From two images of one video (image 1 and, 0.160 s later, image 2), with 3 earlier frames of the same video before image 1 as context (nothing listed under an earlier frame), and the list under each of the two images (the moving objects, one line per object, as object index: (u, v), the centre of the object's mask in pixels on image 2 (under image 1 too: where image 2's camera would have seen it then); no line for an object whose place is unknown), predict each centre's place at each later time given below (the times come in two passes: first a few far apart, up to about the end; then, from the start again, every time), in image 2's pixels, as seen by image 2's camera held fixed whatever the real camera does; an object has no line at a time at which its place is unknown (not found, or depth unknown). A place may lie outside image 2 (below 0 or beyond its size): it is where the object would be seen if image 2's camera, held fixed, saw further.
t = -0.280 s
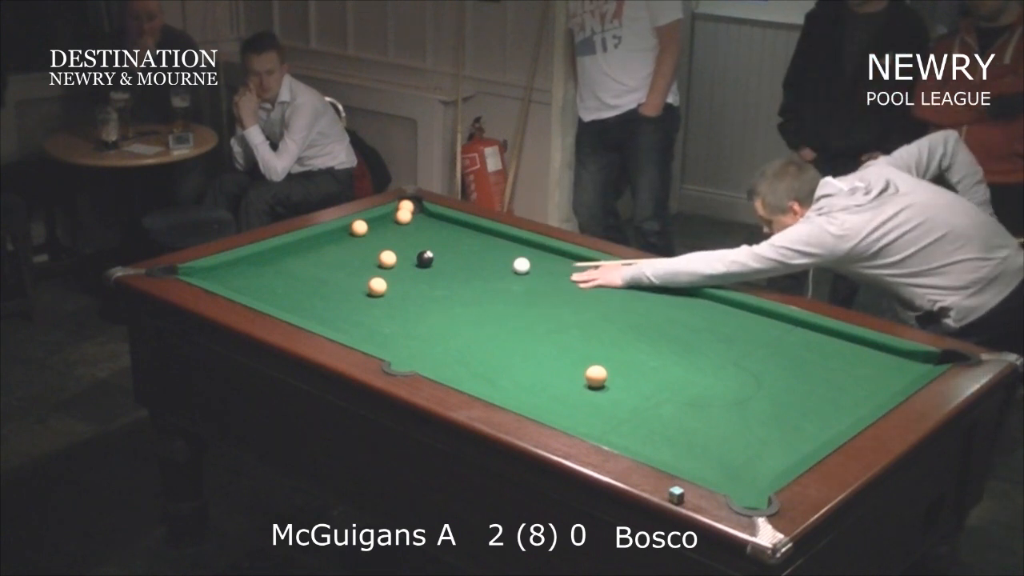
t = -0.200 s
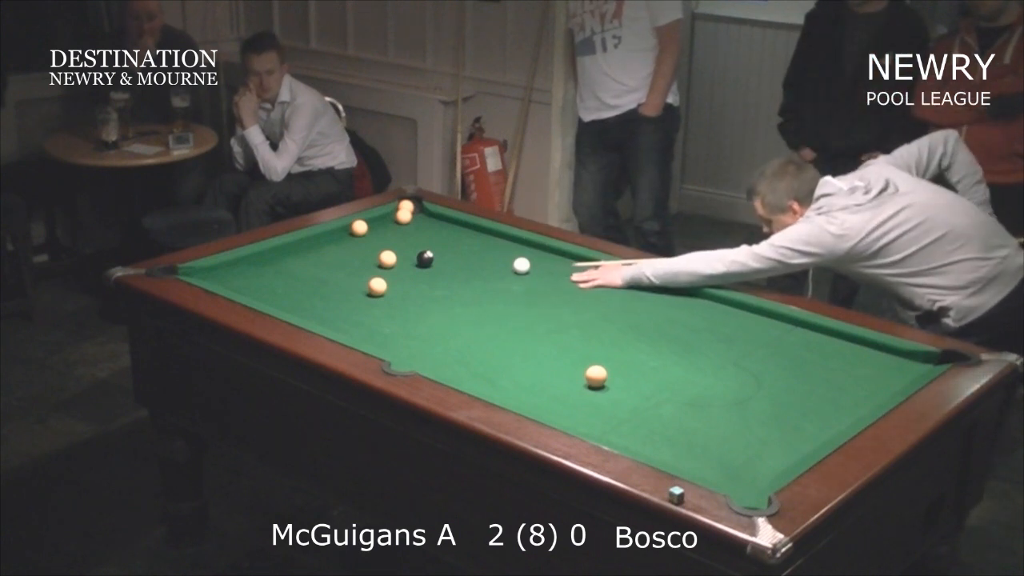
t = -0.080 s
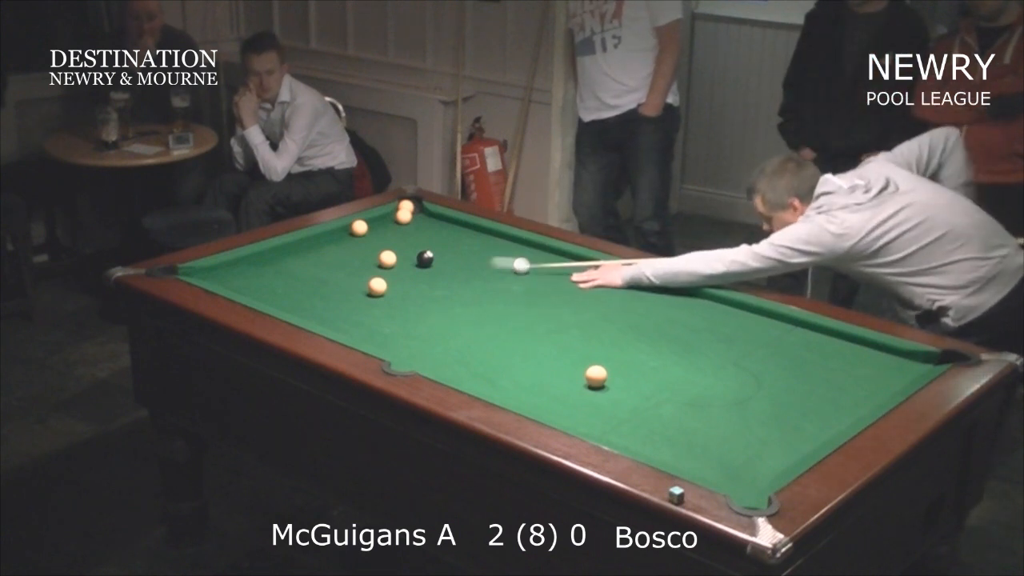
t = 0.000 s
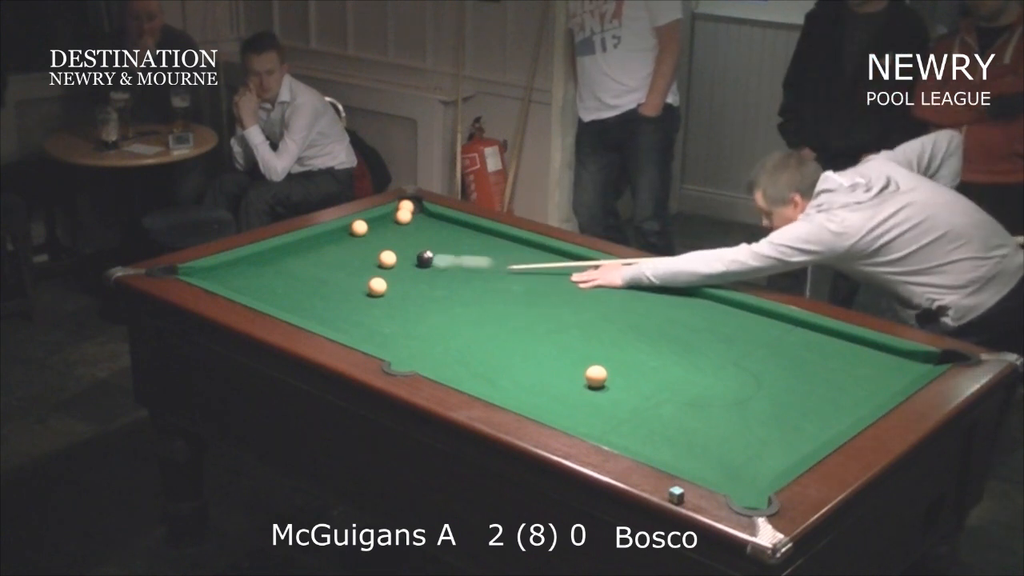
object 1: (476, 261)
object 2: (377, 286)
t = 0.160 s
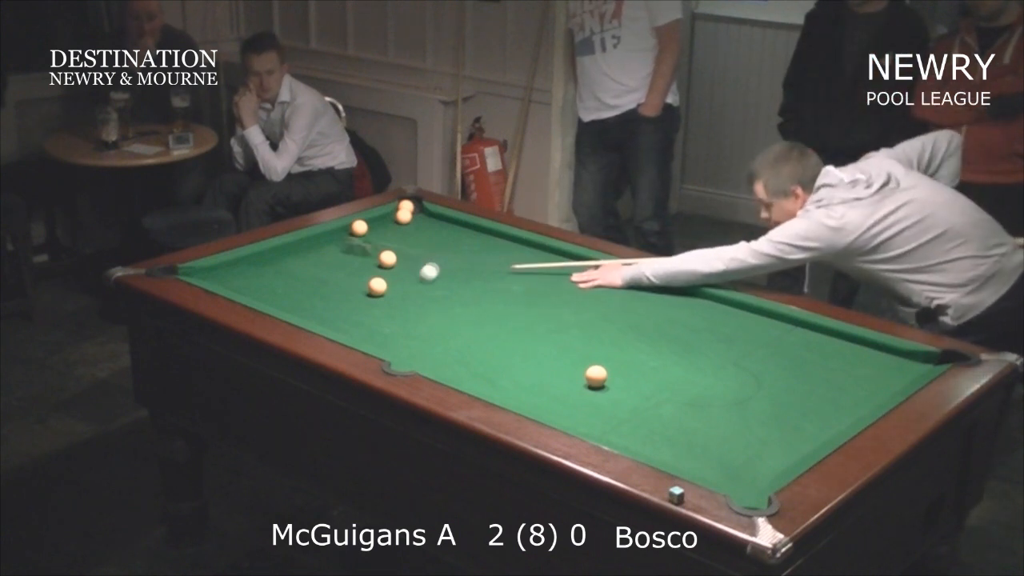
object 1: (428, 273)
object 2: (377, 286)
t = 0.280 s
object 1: (419, 282)
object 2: (377, 286)
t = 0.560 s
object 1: (396, 303)
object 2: (377, 286)
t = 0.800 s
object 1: (377, 322)
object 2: (376, 287)
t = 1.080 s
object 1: (365, 338)
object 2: (365, 300)
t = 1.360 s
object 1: (410, 336)
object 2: (355, 312)
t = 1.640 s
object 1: (448, 334)
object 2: (345, 323)
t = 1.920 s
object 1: (485, 331)
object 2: (343, 328)
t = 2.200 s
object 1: (516, 330)
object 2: (358, 329)
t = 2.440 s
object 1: (539, 328)
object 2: (369, 328)
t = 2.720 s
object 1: (563, 326)
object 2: (379, 327)
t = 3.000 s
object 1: (582, 325)
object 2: (384, 326)
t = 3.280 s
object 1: (598, 324)
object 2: (387, 325)
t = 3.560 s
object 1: (610, 323)
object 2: (387, 325)
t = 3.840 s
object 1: (618, 322)
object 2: (387, 324)
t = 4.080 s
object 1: (621, 321)
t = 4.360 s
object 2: (387, 325)
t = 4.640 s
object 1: (623, 321)
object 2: (387, 325)
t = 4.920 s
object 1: (623, 321)
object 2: (387, 325)
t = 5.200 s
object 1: (623, 321)
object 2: (387, 325)
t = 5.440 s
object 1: (623, 321)
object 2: (387, 325)
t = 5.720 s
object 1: (623, 321)
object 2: (387, 325)
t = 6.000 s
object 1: (623, 321)
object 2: (387, 324)
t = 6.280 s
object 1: (623, 321)
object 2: (387, 324)
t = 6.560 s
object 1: (623, 321)
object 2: (387, 324)
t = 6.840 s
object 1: (623, 321)
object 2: (387, 324)
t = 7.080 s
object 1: (623, 321)
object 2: (387, 324)
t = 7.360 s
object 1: (623, 321)
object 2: (387, 324)
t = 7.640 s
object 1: (623, 321)
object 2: (387, 324)
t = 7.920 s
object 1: (623, 321)
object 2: (387, 324)
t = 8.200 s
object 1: (623, 321)
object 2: (387, 324)
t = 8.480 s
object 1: (623, 321)
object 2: (387, 324)
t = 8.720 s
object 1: (623, 321)
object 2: (387, 324)
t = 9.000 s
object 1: (623, 321)
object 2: (387, 324)
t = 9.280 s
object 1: (623, 321)
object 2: (387, 324)
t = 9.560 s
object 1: (623, 321)
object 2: (387, 324)
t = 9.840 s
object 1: (623, 321)
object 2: (387, 324)
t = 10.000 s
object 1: (623, 321)
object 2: (387, 324)
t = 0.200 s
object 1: (425, 275)
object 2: (377, 286)
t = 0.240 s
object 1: (422, 278)
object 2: (377, 286)
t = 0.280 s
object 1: (419, 282)
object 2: (377, 286)
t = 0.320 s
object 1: (416, 284)
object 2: (377, 286)
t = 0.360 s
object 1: (413, 288)
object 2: (377, 286)
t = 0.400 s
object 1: (410, 290)
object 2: (377, 286)
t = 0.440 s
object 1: (406, 294)
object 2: (377, 286)
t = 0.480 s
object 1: (403, 297)
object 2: (377, 286)
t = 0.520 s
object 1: (400, 300)
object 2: (377, 286)
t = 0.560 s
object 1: (396, 303)
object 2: (377, 286)
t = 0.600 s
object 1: (393, 306)
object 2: (377, 286)
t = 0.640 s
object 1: (390, 309)
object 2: (377, 286)
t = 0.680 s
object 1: (386, 312)
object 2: (377, 286)
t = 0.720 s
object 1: (383, 315)
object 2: (377, 287)
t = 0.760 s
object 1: (380, 318)
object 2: (377, 287)
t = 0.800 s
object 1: (377, 322)
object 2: (376, 287)
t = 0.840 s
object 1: (373, 325)
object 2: (374, 289)
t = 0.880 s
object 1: (369, 328)
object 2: (373, 292)
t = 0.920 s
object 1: (366, 331)
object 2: (371, 293)
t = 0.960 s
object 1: (363, 334)
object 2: (369, 295)
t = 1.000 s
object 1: (360, 336)
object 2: (368, 297)
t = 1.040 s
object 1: (360, 337)
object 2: (367, 299)
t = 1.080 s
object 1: (365, 338)
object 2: (365, 300)
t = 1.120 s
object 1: (373, 338)
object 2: (364, 302)
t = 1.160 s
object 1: (379, 339)
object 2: (362, 304)
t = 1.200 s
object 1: (385, 339)
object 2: (361, 306)
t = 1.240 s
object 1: (391, 338)
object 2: (359, 307)
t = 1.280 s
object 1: (398, 337)
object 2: (358, 309)
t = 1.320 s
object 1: (403, 337)
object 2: (356, 311)
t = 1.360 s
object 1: (410, 336)
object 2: (355, 312)
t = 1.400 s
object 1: (415, 337)
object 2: (353, 314)
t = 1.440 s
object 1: (422, 336)
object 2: (352, 316)
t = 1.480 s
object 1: (428, 335)
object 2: (350, 317)
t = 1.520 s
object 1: (432, 335)
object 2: (349, 319)
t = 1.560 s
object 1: (437, 335)
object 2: (348, 320)
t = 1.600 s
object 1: (443, 334)
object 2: (346, 322)
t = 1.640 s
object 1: (448, 334)
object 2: (345, 323)
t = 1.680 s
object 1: (454, 334)
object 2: (344, 324)
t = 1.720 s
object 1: (459, 333)
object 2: (343, 325)
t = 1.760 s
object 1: (464, 333)
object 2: (342, 326)
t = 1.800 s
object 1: (469, 333)
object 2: (341, 327)
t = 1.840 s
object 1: (474, 332)
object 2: (340, 328)
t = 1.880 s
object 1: (479, 332)
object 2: (341, 328)
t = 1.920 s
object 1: (485, 331)
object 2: (343, 328)
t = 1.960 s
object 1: (489, 331)
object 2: (346, 328)
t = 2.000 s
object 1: (494, 331)
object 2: (348, 328)
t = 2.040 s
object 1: (499, 330)
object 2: (350, 329)
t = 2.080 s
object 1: (503, 330)
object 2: (352, 329)
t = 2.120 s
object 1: (507, 330)
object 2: (355, 329)
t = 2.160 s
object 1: (512, 330)
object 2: (356, 329)
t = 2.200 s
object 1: (516, 330)
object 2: (358, 329)
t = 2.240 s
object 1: (520, 329)
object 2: (360, 329)
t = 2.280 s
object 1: (524, 329)
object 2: (362, 329)
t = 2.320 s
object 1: (528, 329)
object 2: (364, 328)
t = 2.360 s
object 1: (532, 329)
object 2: (366, 328)
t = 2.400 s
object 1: (536, 328)
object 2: (367, 328)
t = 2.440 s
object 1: (539, 328)
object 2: (369, 328)
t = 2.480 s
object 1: (543, 328)
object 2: (371, 328)
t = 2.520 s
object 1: (547, 327)
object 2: (372, 328)
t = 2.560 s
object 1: (550, 327)
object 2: (373, 328)
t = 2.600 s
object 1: (553, 327)
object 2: (375, 327)
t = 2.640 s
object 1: (556, 327)
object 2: (376, 327)
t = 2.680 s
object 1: (560, 327)
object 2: (377, 327)
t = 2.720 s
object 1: (563, 326)
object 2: (379, 327)
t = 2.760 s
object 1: (566, 326)
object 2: (380, 327)
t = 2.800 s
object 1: (569, 326)
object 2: (381, 326)
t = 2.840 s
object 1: (571, 326)
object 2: (382, 326)
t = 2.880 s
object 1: (574, 325)
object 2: (382, 326)
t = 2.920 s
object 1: (577, 325)
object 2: (383, 326)
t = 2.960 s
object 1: (580, 325)
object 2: (384, 326)
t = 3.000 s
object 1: (582, 325)
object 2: (384, 326)
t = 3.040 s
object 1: (584, 324)
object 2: (385, 326)
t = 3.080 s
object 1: (587, 324)
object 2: (385, 325)
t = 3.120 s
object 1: (589, 324)
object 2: (386, 325)
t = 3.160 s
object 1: (591, 324)
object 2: (387, 325)
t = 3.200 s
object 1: (593, 324)
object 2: (387, 325)
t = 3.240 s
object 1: (596, 324)
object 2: (387, 325)
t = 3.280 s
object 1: (598, 324)
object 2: (387, 325)
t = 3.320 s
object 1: (600, 323)
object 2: (387, 325)
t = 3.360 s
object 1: (602, 323)
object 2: (387, 325)
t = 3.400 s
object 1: (604, 323)
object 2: (387, 324)
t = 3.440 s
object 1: (605, 323)
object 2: (387, 324)
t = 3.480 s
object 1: (607, 323)
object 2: (387, 324)
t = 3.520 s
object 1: (608, 323)
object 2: (387, 324)
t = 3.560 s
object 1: (610, 323)
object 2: (387, 325)
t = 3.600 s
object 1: (611, 323)
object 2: (387, 324)
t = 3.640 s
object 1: (613, 323)
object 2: (387, 324)
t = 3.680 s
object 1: (614, 322)
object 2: (387, 324)
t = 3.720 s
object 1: (615, 322)
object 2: (387, 324)
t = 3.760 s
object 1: (616, 322)
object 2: (387, 324)
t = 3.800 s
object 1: (617, 322)
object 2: (387, 324)
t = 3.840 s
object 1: (618, 322)
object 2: (387, 324)
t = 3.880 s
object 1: (618, 322)
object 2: (387, 324)
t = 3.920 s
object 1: (619, 322)
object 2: (388, 324)
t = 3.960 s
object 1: (620, 322)
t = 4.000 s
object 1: (620, 322)
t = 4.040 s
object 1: (621, 322)
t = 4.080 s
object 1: (621, 321)
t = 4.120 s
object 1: (622, 321)
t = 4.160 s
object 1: (622, 321)
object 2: (387, 324)
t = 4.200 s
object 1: (623, 321)
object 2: (387, 325)
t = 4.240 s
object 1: (623, 322)
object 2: (387, 325)
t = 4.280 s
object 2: (387, 325)
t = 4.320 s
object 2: (387, 324)
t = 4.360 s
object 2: (387, 325)
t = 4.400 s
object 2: (387, 325)
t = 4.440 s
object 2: (387, 325)
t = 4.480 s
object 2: (387, 325)
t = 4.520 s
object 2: (387, 325)
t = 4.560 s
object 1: (622, 320)
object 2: (387, 325)
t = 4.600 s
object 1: (623, 321)
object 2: (387, 325)
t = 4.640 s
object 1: (623, 321)
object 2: (387, 325)
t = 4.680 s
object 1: (623, 321)
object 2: (387, 325)
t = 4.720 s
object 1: (623, 321)
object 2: (387, 325)
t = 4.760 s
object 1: (623, 321)
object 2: (387, 325)
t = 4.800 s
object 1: (623, 321)
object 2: (387, 325)
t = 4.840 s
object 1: (623, 321)
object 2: (387, 325)
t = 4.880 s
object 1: (623, 321)
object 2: (387, 325)
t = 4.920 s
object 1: (623, 321)
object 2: (387, 325)
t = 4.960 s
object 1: (623, 321)
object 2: (387, 324)
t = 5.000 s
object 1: (623, 321)
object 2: (387, 324)
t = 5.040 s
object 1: (623, 321)
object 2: (387, 325)
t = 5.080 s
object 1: (623, 321)
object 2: (387, 325)
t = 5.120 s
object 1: (623, 321)
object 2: (387, 325)
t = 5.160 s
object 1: (623, 321)
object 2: (387, 325)
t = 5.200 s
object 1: (623, 321)
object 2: (387, 325)
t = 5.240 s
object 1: (623, 321)
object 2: (387, 325)
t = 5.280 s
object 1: (623, 321)
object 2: (387, 325)
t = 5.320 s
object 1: (623, 321)
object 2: (387, 325)
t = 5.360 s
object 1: (623, 321)
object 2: (387, 325)
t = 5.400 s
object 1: (623, 321)
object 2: (387, 325)
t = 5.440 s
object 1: (623, 321)
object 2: (387, 325)
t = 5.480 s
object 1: (623, 321)
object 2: (387, 325)
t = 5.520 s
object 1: (623, 321)
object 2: (387, 325)
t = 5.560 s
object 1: (623, 321)
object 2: (387, 325)
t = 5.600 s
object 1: (623, 321)
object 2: (387, 325)
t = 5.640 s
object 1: (623, 321)
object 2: (387, 325)
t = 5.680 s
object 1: (623, 321)
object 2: (387, 325)
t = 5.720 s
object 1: (623, 321)
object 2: (387, 325)
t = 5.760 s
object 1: (623, 321)
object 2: (387, 325)
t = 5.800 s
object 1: (623, 321)
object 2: (387, 325)
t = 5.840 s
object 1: (623, 321)
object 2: (387, 325)
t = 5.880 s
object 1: (623, 321)
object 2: (387, 325)
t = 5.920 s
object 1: (623, 321)
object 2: (387, 325)
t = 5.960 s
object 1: (623, 321)
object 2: (387, 324)
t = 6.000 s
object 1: (623, 321)
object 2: (387, 324)
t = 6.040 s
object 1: (623, 321)
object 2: (387, 324)
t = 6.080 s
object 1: (623, 321)
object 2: (387, 324)
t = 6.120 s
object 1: (623, 321)
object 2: (387, 324)
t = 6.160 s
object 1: (623, 321)
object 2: (387, 324)
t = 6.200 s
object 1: (623, 321)
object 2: (387, 324)
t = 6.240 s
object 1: (623, 321)
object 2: (387, 324)
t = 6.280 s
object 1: (623, 321)
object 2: (387, 324)
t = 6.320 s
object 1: (623, 321)
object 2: (387, 324)
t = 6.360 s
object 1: (623, 321)
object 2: (387, 324)
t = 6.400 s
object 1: (623, 321)
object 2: (387, 324)
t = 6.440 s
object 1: (623, 321)
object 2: (387, 324)
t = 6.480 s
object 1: (623, 321)
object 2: (387, 324)
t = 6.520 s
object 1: (623, 321)
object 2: (387, 324)
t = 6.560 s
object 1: (623, 321)
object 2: (387, 324)
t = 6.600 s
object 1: (623, 321)
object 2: (387, 324)
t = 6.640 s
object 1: (623, 321)
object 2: (387, 324)
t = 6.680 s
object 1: (623, 321)
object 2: (387, 324)
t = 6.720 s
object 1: (623, 321)
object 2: (387, 324)
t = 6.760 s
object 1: (623, 321)
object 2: (387, 324)
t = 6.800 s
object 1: (623, 321)
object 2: (387, 324)
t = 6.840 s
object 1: (623, 321)
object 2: (387, 324)
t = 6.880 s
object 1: (623, 321)
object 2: (387, 324)
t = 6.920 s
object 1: (623, 321)
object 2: (387, 324)
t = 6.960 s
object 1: (623, 321)
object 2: (387, 324)
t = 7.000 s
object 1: (623, 321)
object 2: (387, 324)
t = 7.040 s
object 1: (623, 321)
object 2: (387, 324)
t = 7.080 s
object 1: (623, 321)
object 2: (387, 324)
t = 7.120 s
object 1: (623, 321)
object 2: (387, 324)
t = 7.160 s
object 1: (623, 321)
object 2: (387, 324)
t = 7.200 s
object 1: (623, 321)
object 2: (387, 324)
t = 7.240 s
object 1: (623, 321)
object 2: (387, 324)
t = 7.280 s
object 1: (623, 321)
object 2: (387, 324)
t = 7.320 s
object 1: (623, 321)
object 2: (387, 324)
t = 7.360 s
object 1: (623, 321)
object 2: (387, 324)
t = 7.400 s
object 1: (623, 321)
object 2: (387, 324)
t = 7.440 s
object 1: (623, 321)
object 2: (387, 324)
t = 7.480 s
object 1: (623, 321)
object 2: (387, 324)
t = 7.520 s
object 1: (623, 321)
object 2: (387, 324)
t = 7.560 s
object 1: (623, 321)
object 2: (387, 324)
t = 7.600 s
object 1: (623, 321)
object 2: (387, 324)
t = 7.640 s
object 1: (623, 321)
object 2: (387, 324)
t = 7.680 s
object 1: (623, 321)
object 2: (387, 324)
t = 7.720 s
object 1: (623, 321)
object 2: (387, 324)
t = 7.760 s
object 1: (623, 321)
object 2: (387, 324)
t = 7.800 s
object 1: (623, 321)
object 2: (387, 324)
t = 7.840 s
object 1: (623, 321)
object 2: (387, 324)
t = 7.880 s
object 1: (623, 321)
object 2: (387, 324)
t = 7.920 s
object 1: (623, 321)
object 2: (387, 324)
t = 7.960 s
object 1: (623, 321)
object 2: (387, 324)
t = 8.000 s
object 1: (623, 321)
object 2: (387, 324)
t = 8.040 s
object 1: (623, 321)
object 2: (387, 324)
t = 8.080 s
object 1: (623, 321)
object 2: (387, 324)
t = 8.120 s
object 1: (623, 321)
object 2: (387, 324)
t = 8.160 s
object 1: (623, 321)
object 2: (387, 324)
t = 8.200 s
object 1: (623, 321)
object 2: (387, 324)
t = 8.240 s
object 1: (623, 321)
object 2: (387, 324)
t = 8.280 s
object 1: (623, 321)
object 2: (387, 324)
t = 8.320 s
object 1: (623, 321)
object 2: (387, 324)
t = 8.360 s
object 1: (623, 321)
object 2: (387, 324)
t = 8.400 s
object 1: (623, 321)
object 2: (387, 324)
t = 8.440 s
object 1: (623, 321)
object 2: (387, 324)
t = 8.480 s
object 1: (623, 321)
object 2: (387, 324)
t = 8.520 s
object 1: (623, 321)
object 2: (387, 324)
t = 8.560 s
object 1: (623, 321)
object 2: (387, 324)
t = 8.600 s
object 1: (623, 321)
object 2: (387, 324)
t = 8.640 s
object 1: (623, 321)
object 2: (387, 324)
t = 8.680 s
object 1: (623, 321)
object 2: (387, 324)
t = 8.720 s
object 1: (623, 321)
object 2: (387, 324)
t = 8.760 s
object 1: (623, 321)
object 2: (387, 324)
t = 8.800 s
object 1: (623, 321)
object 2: (387, 324)
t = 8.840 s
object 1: (623, 321)
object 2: (387, 324)
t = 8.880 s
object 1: (623, 321)
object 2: (387, 324)
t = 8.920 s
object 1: (623, 321)
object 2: (387, 324)
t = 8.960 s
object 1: (623, 321)
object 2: (387, 324)
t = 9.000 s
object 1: (623, 321)
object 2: (387, 324)
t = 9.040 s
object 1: (623, 321)
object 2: (387, 324)
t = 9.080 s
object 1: (623, 321)
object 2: (387, 324)
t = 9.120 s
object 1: (623, 321)
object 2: (387, 324)
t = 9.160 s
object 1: (623, 321)
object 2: (387, 324)
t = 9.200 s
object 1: (623, 321)
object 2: (387, 324)
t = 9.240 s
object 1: (623, 321)
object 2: (387, 324)
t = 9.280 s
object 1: (623, 321)
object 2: (387, 324)
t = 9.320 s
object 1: (623, 321)
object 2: (387, 324)
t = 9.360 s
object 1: (623, 321)
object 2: (387, 324)
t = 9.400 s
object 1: (623, 321)
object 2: (387, 324)
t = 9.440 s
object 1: (623, 321)
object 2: (387, 324)
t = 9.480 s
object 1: (623, 321)
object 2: (387, 324)
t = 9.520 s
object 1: (623, 321)
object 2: (387, 324)
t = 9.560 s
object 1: (623, 321)
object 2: (387, 324)
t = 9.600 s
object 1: (623, 321)
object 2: (387, 324)
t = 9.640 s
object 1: (623, 321)
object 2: (387, 324)
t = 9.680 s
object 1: (623, 321)
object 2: (387, 324)
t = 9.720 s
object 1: (623, 321)
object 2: (387, 324)
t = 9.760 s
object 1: (623, 321)
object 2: (387, 324)
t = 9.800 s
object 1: (623, 321)
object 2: (387, 324)
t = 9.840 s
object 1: (623, 321)
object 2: (387, 324)
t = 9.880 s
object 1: (623, 321)
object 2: (387, 324)
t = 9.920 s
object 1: (623, 321)
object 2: (387, 324)
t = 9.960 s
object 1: (623, 321)
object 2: (387, 324)
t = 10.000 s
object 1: (623, 321)
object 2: (387, 324)
